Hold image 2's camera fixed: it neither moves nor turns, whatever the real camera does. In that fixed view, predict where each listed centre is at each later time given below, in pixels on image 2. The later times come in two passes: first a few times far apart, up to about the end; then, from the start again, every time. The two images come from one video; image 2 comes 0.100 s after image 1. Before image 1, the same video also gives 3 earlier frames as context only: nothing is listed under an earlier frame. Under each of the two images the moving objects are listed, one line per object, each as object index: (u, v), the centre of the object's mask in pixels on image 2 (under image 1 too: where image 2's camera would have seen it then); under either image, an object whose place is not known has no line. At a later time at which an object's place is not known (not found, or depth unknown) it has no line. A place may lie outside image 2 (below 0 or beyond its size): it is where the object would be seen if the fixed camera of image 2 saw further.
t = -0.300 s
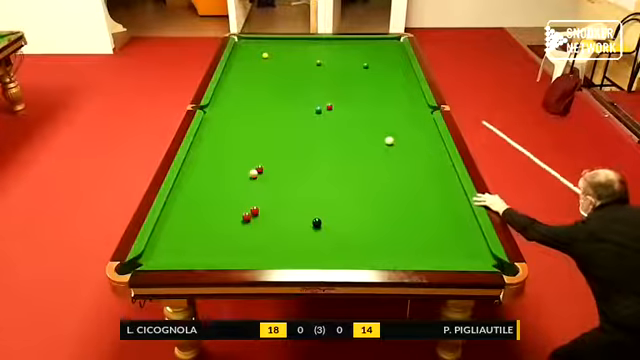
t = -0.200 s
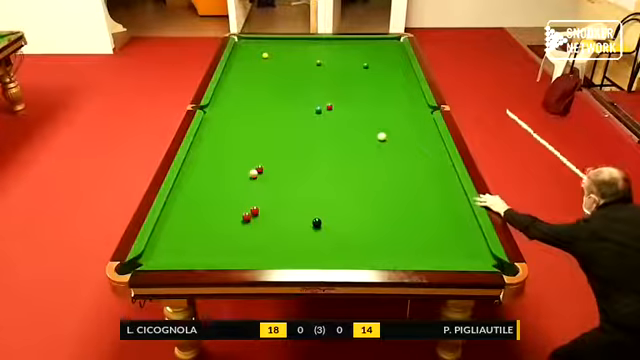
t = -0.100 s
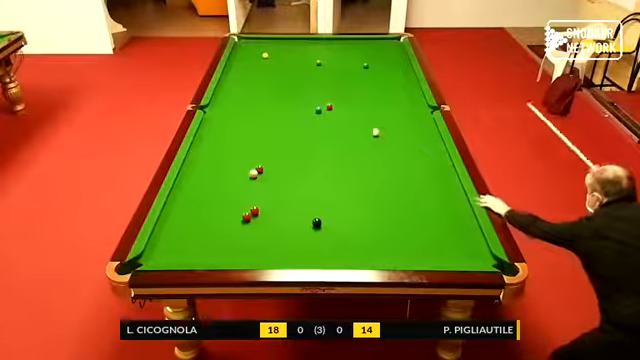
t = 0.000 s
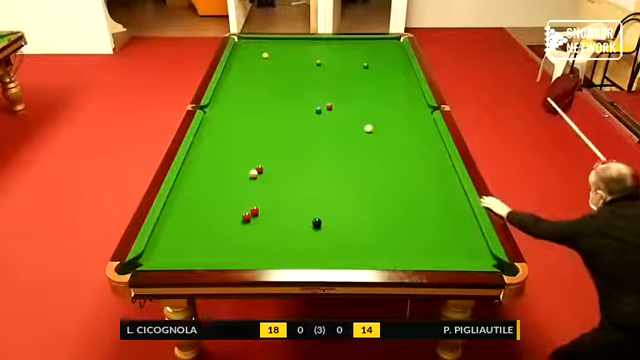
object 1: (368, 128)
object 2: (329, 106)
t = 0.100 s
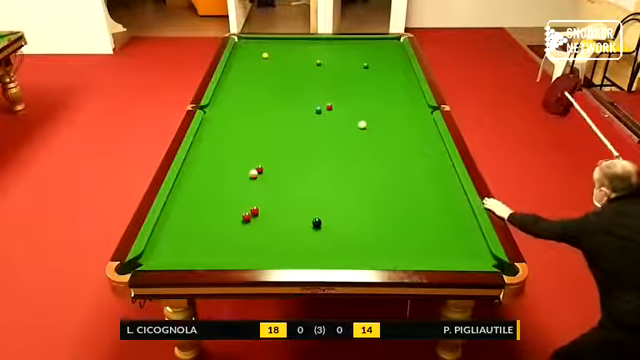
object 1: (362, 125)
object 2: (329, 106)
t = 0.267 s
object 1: (352, 118)
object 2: (329, 106)
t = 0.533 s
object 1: (338, 110)
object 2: (329, 106)
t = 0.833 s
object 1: (334, 105)
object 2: (322, 103)
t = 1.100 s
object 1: (334, 102)
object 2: (310, 100)
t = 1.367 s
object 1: (334, 100)
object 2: (301, 96)
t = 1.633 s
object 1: (334, 98)
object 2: (294, 93)
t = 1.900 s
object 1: (334, 96)
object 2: (286, 91)
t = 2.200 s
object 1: (333, 94)
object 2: (278, 88)
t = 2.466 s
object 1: (333, 93)
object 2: (274, 86)
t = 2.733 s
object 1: (334, 93)
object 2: (269, 84)
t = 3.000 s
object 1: (334, 92)
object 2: (263, 83)
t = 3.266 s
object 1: (334, 92)
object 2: (260, 82)
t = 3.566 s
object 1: (333, 92)
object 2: (256, 81)
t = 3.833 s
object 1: (333, 92)
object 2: (254, 80)
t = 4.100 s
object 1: (333, 92)
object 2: (252, 80)
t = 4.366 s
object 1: (333, 92)
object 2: (251, 80)
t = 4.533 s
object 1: (334, 92)
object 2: (250, 80)
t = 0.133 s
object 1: (360, 123)
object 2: (329, 106)
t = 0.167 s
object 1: (358, 122)
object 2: (329, 106)
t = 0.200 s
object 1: (356, 121)
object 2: (329, 106)
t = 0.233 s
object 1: (354, 120)
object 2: (329, 106)
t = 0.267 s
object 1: (352, 118)
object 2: (329, 106)
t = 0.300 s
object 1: (350, 117)
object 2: (329, 106)
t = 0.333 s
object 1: (349, 116)
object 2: (329, 106)
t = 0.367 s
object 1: (346, 115)
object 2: (329, 106)
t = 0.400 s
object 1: (345, 114)
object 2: (329, 106)
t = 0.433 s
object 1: (343, 113)
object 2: (329, 106)
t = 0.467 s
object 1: (341, 112)
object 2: (329, 106)
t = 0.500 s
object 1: (340, 111)
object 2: (329, 106)
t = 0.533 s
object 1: (338, 110)
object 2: (329, 106)
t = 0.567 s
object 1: (336, 109)
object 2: (329, 106)
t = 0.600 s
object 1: (335, 108)
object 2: (329, 106)
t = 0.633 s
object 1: (334, 107)
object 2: (327, 106)
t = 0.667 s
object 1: (334, 107)
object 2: (327, 105)
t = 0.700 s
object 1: (334, 107)
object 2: (327, 105)
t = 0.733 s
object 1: (334, 106)
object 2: (325, 104)
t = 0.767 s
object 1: (334, 105)
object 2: (324, 104)
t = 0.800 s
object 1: (334, 105)
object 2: (323, 103)
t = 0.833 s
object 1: (334, 105)
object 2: (322, 103)
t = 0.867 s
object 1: (334, 104)
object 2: (321, 103)
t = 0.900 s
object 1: (334, 104)
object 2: (317, 102)
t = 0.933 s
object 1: (334, 103)
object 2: (316, 101)
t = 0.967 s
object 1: (334, 103)
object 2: (315, 101)
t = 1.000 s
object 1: (334, 103)
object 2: (314, 101)
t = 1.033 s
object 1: (334, 103)
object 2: (312, 100)
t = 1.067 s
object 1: (334, 103)
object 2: (312, 100)
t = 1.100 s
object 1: (334, 102)
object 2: (310, 100)
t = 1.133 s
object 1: (334, 102)
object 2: (310, 99)
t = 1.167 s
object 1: (334, 102)
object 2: (308, 99)
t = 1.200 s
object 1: (334, 102)
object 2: (307, 98)
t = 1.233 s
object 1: (334, 101)
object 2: (306, 98)
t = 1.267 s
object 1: (334, 101)
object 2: (304, 97)
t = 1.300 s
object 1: (334, 100)
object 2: (303, 97)
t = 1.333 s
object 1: (334, 100)
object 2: (302, 97)
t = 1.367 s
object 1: (334, 100)
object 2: (301, 96)
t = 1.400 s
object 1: (334, 100)
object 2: (301, 96)
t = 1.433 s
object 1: (334, 100)
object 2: (299, 95)
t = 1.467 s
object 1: (334, 99)
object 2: (298, 95)
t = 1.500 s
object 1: (334, 99)
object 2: (297, 95)
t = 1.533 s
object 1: (334, 99)
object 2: (296, 94)
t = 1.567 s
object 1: (334, 98)
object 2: (296, 94)
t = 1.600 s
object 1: (334, 98)
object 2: (294, 94)
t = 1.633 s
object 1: (334, 98)
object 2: (294, 93)
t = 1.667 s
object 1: (334, 97)
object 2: (292, 93)
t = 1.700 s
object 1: (334, 97)
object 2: (291, 93)
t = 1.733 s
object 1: (334, 97)
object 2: (291, 92)
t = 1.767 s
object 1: (334, 97)
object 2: (290, 92)
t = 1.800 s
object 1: (334, 97)
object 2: (289, 92)
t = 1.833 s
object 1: (334, 97)
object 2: (287, 91)
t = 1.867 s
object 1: (333, 96)
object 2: (287, 91)
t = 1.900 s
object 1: (334, 96)
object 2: (286, 91)
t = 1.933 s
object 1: (334, 96)
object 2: (286, 90)
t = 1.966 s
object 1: (334, 96)
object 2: (285, 90)
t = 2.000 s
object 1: (334, 95)
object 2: (284, 90)
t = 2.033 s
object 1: (333, 95)
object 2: (283, 89)
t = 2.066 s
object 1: (334, 95)
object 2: (283, 89)
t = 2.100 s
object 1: (333, 95)
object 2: (281, 89)
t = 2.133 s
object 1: (334, 95)
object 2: (281, 89)
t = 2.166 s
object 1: (334, 95)
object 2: (280, 88)
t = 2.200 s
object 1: (333, 94)
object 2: (278, 88)
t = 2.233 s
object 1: (333, 94)
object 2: (278, 88)
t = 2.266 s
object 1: (333, 94)
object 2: (277, 87)
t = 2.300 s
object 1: (333, 94)
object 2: (277, 87)
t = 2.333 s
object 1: (333, 94)
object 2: (276, 87)
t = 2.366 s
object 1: (333, 94)
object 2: (276, 87)
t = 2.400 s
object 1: (333, 93)
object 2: (275, 86)
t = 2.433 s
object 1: (333, 93)
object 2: (274, 86)
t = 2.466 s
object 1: (333, 93)
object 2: (274, 86)
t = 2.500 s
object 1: (334, 93)
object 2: (273, 86)
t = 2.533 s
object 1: (334, 93)
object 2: (272, 85)
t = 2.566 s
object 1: (334, 93)
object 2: (272, 85)
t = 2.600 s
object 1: (334, 93)
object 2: (271, 85)
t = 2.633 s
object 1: (334, 93)
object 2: (270, 85)
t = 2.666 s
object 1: (334, 93)
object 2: (269, 85)
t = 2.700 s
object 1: (334, 93)
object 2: (269, 85)
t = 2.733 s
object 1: (334, 93)
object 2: (269, 84)
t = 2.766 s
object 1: (334, 93)
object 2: (269, 84)
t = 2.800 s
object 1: (333, 93)
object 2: (268, 84)
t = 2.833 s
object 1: (334, 93)
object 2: (268, 84)
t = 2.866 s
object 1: (334, 93)
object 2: (265, 83)
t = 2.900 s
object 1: (334, 92)
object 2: (264, 83)
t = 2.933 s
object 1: (334, 92)
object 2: (264, 83)
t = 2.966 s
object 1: (334, 92)
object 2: (263, 83)
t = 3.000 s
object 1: (334, 92)
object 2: (263, 83)
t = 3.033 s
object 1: (334, 92)
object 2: (263, 83)
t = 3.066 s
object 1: (334, 92)
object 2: (263, 83)
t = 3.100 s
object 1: (334, 92)
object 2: (263, 83)
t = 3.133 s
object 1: (334, 92)
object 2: (262, 82)
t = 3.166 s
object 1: (334, 92)
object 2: (261, 82)
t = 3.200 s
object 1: (334, 92)
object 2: (260, 82)
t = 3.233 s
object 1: (334, 92)
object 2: (260, 82)
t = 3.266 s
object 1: (334, 92)
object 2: (260, 82)
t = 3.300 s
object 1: (333, 92)
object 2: (259, 81)
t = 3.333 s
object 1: (333, 92)
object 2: (259, 81)
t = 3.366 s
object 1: (333, 92)
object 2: (259, 82)
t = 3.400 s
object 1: (333, 92)
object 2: (259, 82)
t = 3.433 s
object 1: (333, 92)
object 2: (258, 81)
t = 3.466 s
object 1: (333, 92)
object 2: (258, 81)
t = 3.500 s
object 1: (333, 92)
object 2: (257, 81)
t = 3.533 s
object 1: (333, 92)
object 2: (257, 81)
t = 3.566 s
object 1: (333, 92)
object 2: (256, 81)
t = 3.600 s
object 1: (333, 92)
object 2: (255, 80)
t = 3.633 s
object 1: (333, 92)
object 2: (255, 80)
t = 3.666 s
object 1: (333, 92)
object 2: (255, 80)
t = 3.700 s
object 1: (333, 92)
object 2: (255, 80)
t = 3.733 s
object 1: (333, 92)
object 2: (255, 80)
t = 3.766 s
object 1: (333, 92)
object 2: (254, 80)
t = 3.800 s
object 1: (333, 92)
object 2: (254, 80)
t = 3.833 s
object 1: (333, 92)
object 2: (254, 80)
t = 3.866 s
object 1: (333, 92)
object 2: (253, 80)
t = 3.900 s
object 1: (333, 92)
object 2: (252, 80)
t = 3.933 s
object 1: (333, 92)
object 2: (252, 80)
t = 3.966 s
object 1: (333, 92)
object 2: (252, 80)
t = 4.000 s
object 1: (333, 92)
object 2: (252, 80)
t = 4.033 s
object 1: (333, 92)
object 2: (252, 80)
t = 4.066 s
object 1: (333, 92)
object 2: (252, 80)
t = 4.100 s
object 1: (333, 92)
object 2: (252, 80)
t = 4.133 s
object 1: (333, 92)
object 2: (251, 80)
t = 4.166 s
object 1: (333, 92)
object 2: (251, 80)
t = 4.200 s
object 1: (333, 92)
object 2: (251, 80)
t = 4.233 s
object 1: (333, 92)
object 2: (251, 80)
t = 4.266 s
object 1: (333, 92)
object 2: (251, 80)
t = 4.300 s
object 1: (333, 92)
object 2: (251, 80)
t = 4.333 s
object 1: (333, 92)
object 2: (251, 80)
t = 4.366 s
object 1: (333, 92)
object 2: (251, 80)
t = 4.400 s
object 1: (333, 92)
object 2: (251, 80)
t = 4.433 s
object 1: (333, 92)
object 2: (251, 80)
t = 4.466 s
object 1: (334, 92)
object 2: (251, 80)
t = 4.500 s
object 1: (334, 92)
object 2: (250, 80)
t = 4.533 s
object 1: (334, 92)
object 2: (250, 80)
